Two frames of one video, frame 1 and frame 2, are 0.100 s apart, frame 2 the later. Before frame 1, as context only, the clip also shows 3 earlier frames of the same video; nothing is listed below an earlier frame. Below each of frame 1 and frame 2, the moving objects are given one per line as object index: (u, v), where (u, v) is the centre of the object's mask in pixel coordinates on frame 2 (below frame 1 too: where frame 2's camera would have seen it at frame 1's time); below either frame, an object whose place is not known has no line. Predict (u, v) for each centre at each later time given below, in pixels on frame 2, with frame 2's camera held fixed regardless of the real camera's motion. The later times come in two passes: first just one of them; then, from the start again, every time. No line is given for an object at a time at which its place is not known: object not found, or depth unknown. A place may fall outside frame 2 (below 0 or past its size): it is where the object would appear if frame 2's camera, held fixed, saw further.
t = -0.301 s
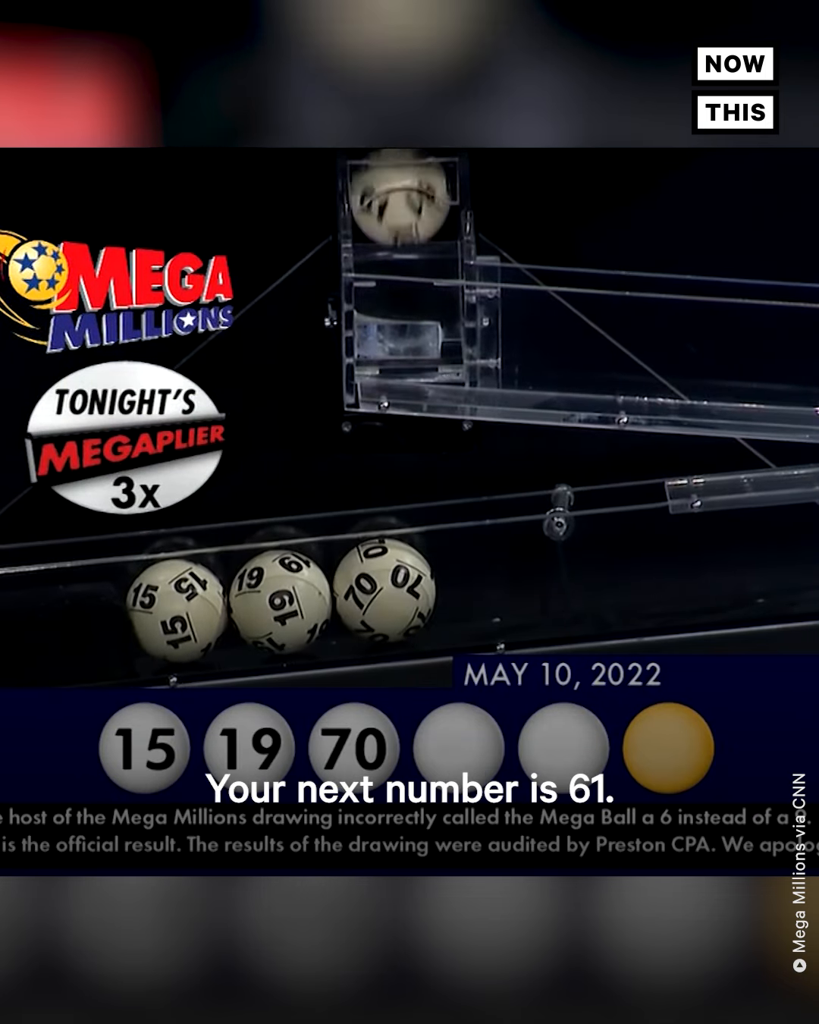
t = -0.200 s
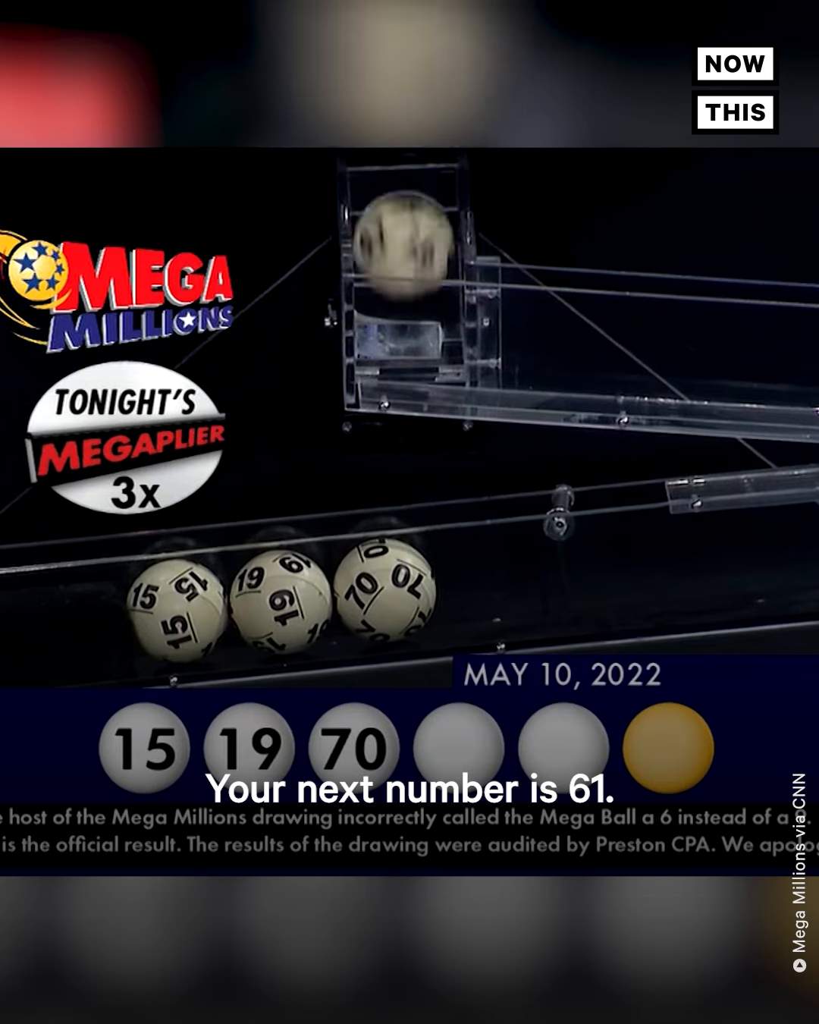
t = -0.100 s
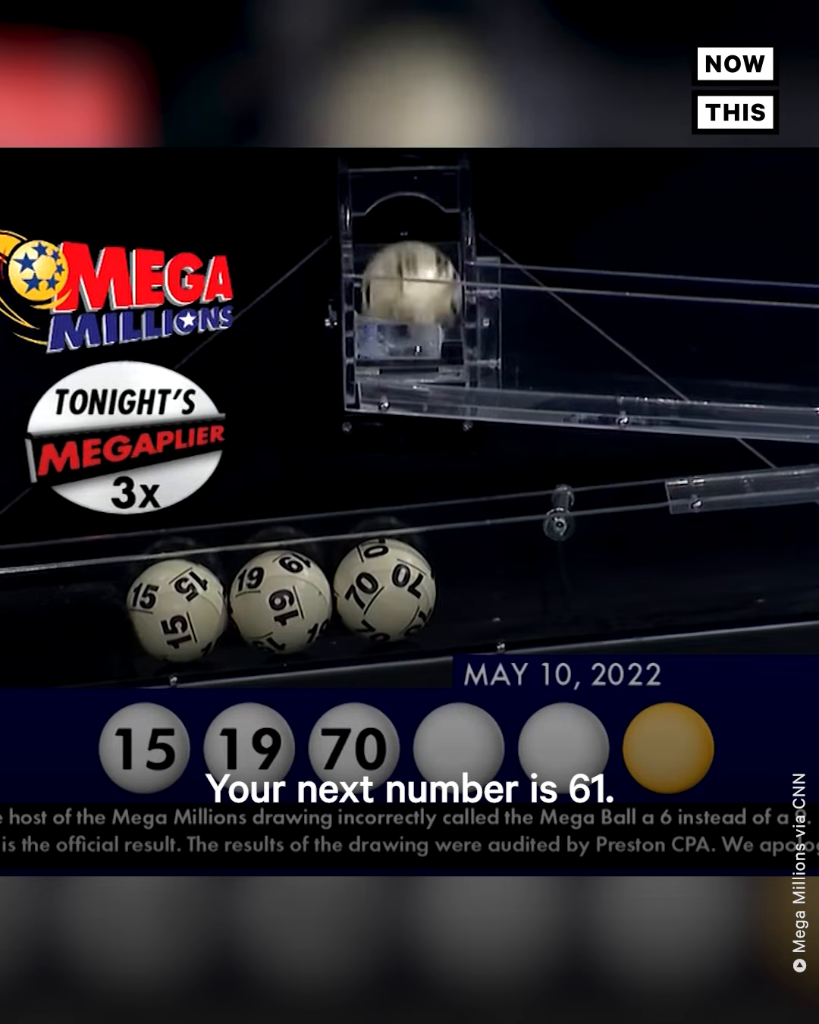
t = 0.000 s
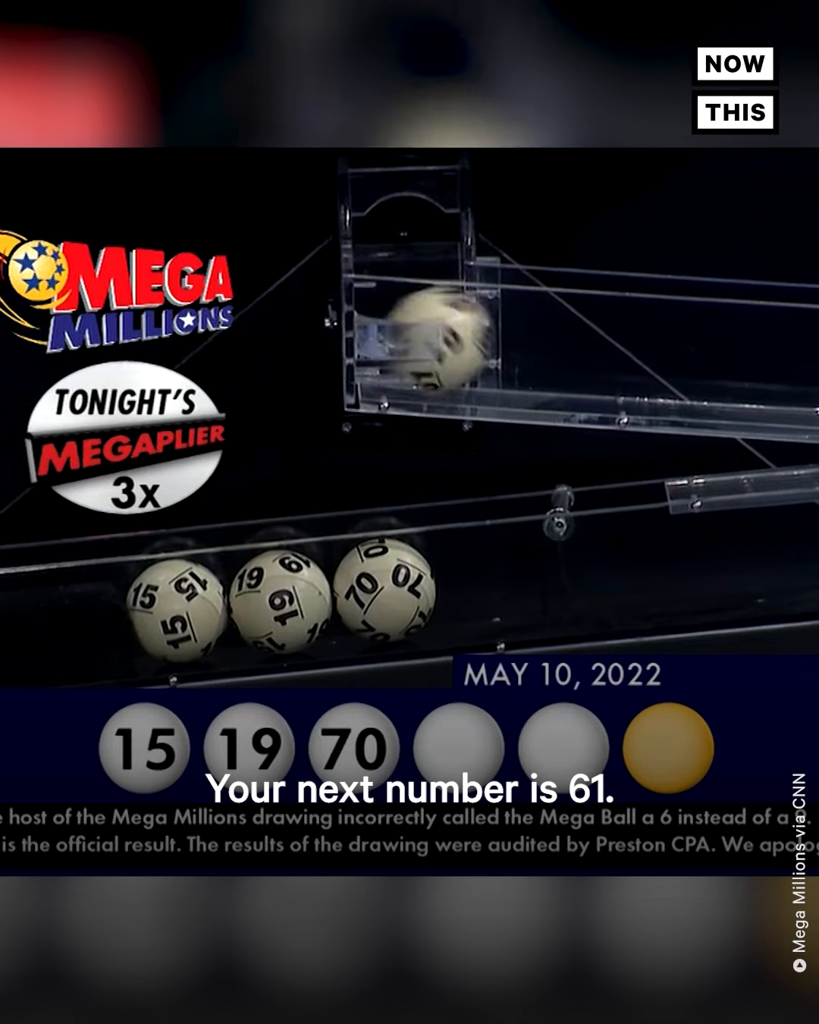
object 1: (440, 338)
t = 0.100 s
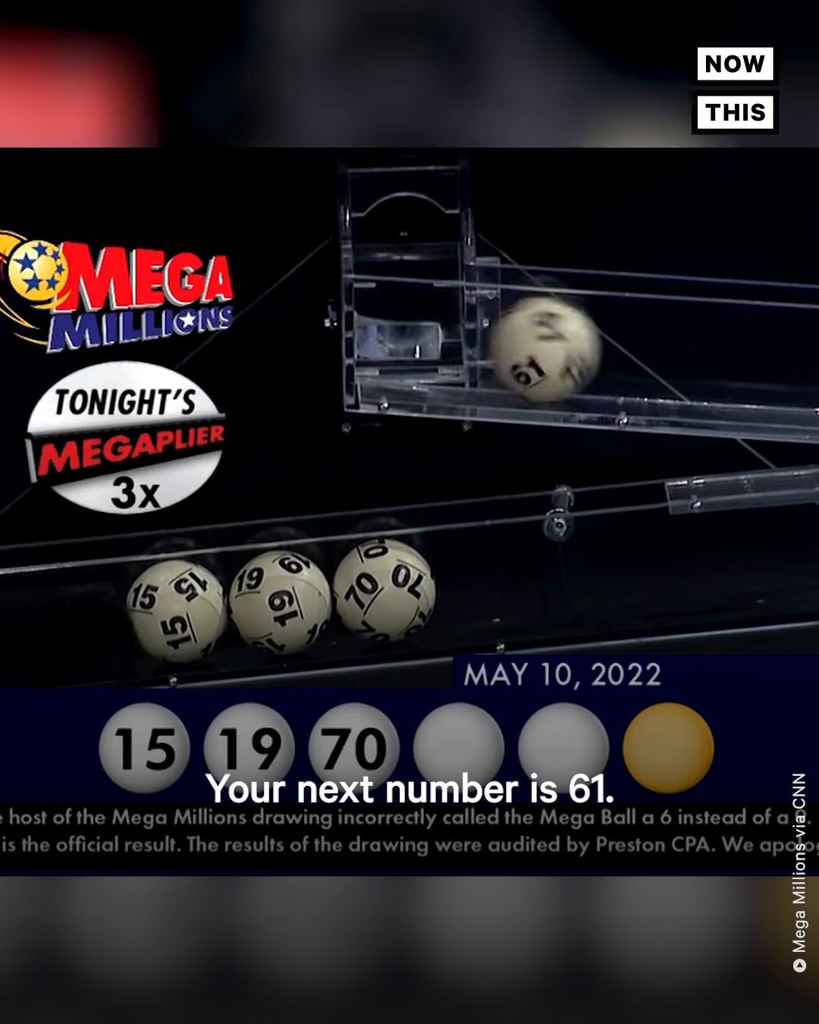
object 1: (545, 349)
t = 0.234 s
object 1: (689, 356)
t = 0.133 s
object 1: (578, 350)
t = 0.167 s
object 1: (614, 352)
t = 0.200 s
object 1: (651, 353)
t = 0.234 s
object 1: (689, 356)
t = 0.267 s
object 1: (728, 357)
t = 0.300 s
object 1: (766, 359)
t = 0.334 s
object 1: (789, 361)
